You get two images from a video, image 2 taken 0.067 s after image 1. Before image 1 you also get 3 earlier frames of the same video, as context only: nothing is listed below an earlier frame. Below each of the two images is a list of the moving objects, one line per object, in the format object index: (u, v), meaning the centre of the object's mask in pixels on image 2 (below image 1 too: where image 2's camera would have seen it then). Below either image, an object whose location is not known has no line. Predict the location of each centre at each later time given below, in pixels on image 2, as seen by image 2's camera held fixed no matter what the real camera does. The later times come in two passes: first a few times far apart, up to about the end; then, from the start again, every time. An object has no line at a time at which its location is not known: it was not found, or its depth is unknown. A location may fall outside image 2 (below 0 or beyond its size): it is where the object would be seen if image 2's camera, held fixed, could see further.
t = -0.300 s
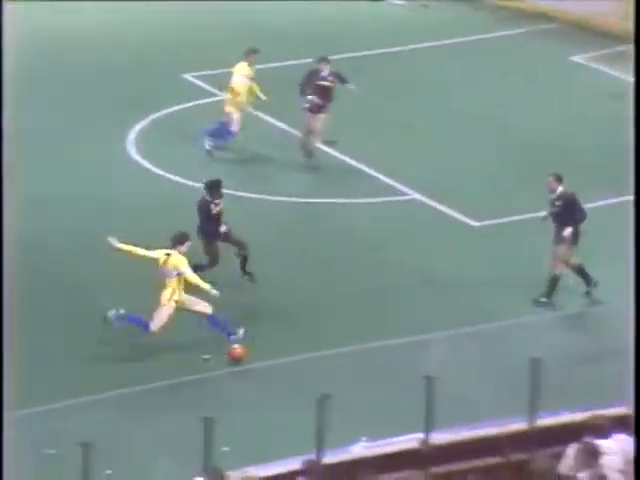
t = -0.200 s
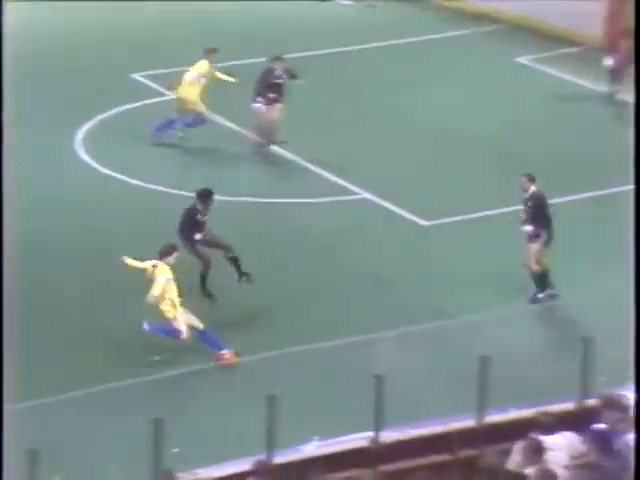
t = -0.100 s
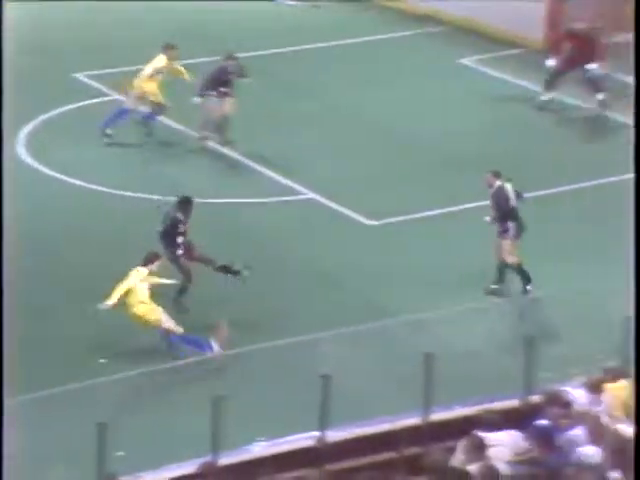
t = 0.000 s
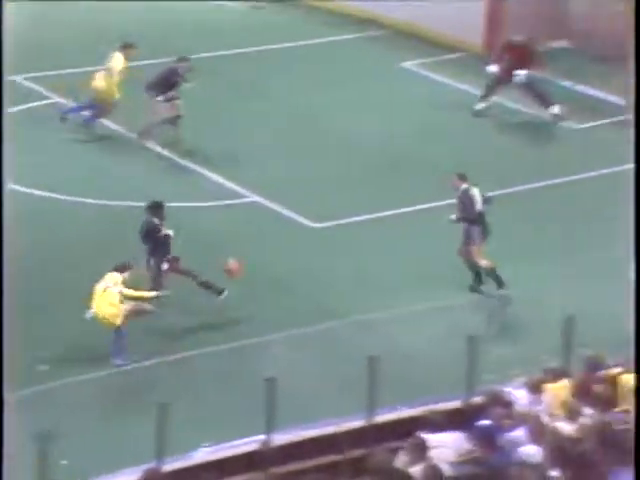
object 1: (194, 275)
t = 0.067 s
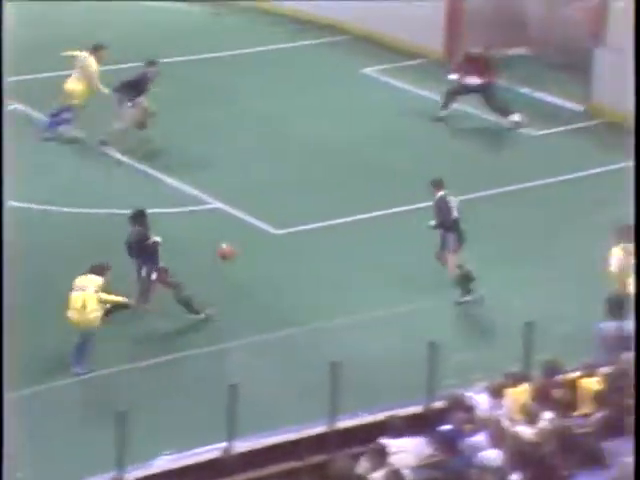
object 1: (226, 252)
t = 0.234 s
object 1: (308, 204)
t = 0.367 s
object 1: (379, 177)
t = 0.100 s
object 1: (242, 240)
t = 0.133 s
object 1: (259, 231)
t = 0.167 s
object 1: (274, 221)
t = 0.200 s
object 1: (291, 212)
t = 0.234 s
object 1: (308, 204)
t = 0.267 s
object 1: (325, 196)
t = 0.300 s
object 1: (342, 189)
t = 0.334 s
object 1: (361, 182)
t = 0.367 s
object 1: (379, 177)
